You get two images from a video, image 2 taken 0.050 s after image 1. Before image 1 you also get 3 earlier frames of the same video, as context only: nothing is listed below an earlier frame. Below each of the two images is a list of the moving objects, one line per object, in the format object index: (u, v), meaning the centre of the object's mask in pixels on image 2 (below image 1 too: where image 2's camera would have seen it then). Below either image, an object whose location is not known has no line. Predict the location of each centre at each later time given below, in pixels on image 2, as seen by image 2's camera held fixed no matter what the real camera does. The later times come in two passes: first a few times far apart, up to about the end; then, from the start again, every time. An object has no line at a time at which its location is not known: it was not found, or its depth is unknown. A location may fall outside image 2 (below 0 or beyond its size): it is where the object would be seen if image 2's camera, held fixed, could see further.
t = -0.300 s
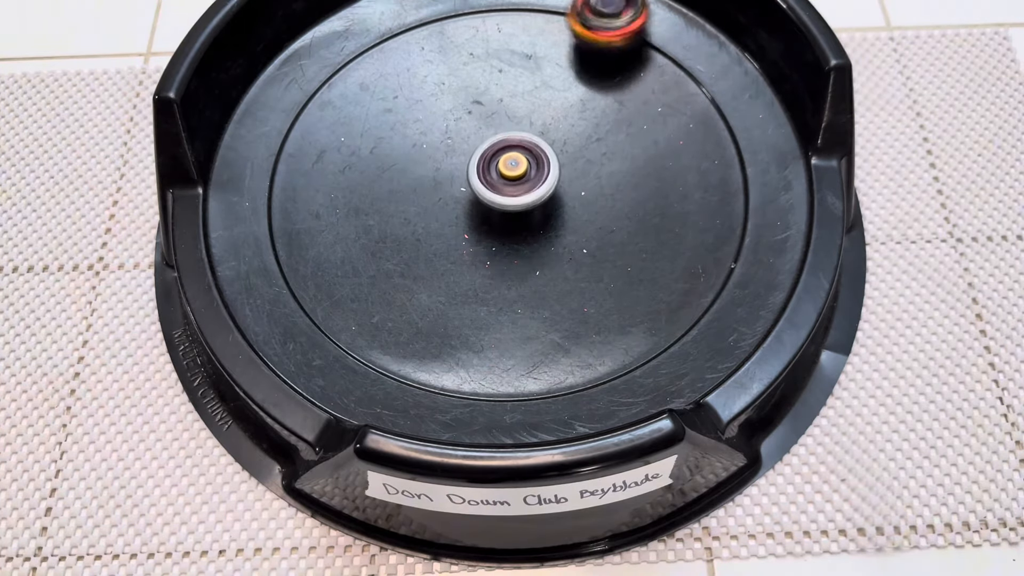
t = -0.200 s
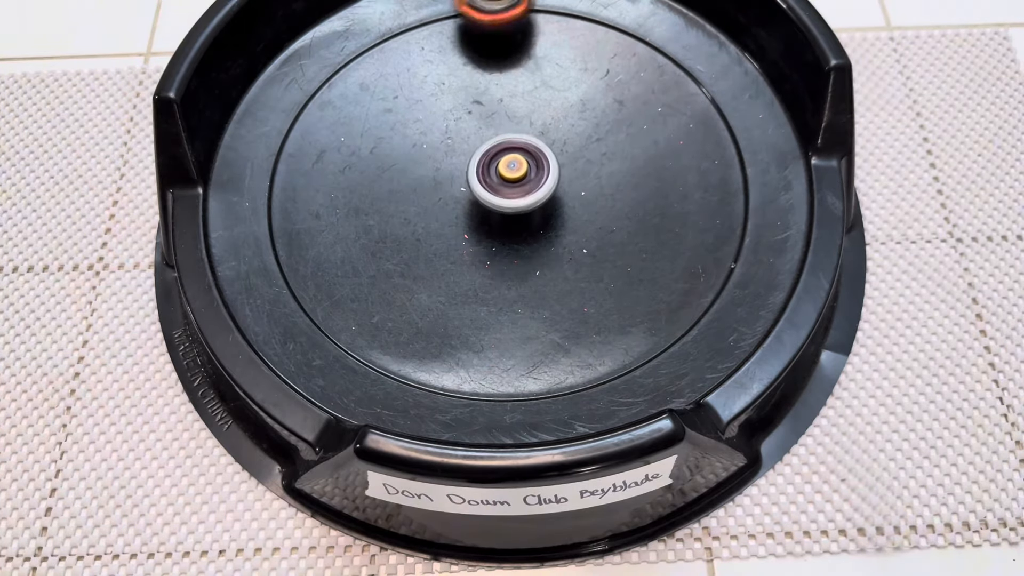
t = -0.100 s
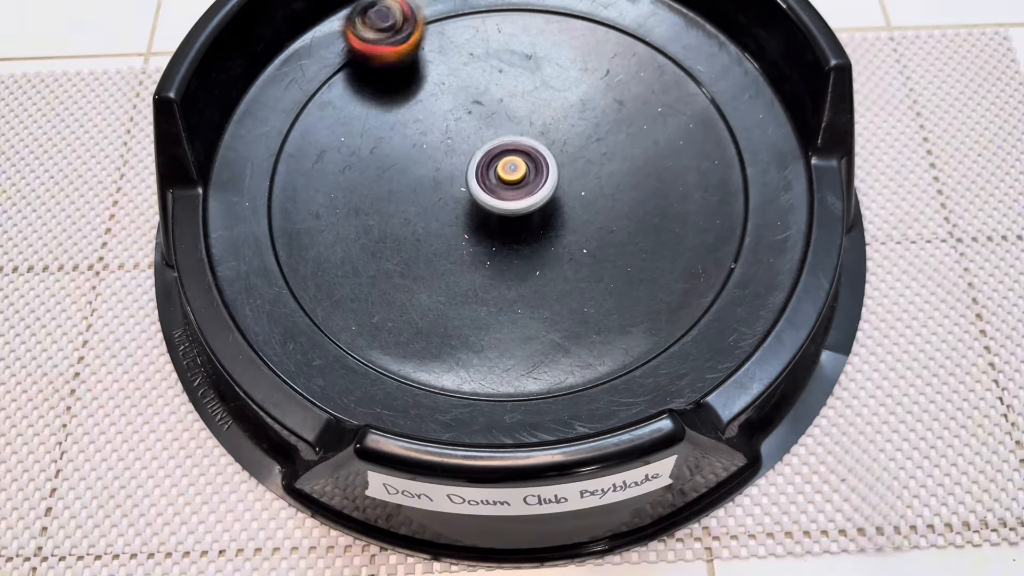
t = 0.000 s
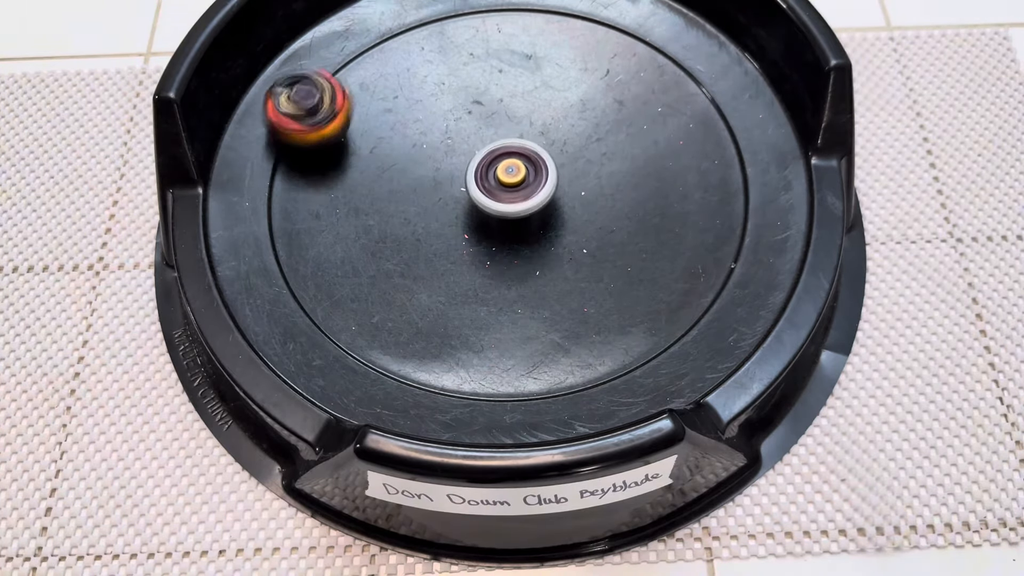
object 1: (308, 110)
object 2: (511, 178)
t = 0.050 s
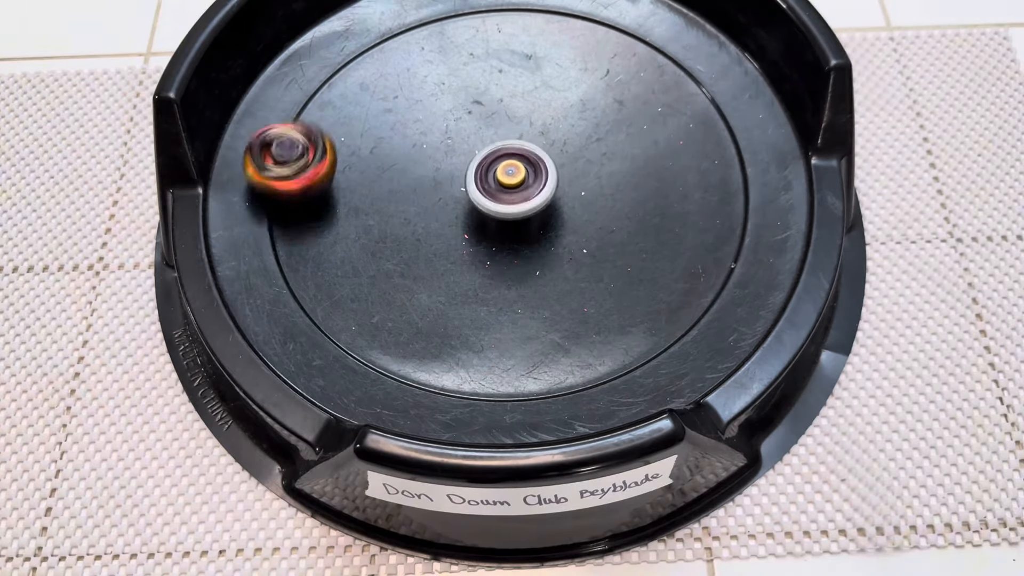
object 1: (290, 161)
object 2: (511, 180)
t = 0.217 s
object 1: (376, 325)
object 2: (510, 185)
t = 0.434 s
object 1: (663, 303)
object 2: (511, 191)
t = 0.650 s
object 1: (691, 87)
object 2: (512, 192)
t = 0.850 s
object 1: (495, 13)
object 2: (509, 190)
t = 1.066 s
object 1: (297, 114)
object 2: (500, 190)
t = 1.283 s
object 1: (371, 320)
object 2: (494, 191)
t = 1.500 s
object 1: (653, 300)
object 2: (493, 190)
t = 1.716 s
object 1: (697, 89)
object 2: (492, 183)
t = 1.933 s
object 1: (494, 14)
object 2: (488, 176)
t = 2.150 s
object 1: (305, 116)
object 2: (482, 173)
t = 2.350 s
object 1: (353, 309)
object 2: (483, 173)
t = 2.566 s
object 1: (627, 325)
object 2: (489, 174)
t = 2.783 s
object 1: (708, 126)
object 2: (500, 170)
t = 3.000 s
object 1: (529, 16)
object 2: (504, 163)
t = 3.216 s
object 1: (321, 76)
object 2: (504, 163)
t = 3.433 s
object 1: (320, 277)
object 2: (505, 166)
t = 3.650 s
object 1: (579, 336)
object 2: (508, 172)
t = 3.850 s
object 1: (721, 177)
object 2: (514, 178)
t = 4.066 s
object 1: (599, 22)
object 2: (522, 179)
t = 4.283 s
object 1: (381, 40)
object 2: (512, 178)
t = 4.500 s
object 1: (295, 223)
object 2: (506, 189)
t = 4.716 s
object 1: (491, 355)
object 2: (513, 195)
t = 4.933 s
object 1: (701, 233)
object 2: (513, 187)
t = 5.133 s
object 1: (652, 59)
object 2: (498, 184)
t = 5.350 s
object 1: (446, 18)
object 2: (489, 190)
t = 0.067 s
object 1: (288, 180)
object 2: (511, 180)
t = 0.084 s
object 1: (288, 199)
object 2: (511, 181)
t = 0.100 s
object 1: (291, 217)
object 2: (511, 181)
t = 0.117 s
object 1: (296, 235)
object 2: (511, 181)
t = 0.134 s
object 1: (303, 252)
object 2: (511, 182)
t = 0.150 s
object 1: (313, 269)
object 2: (510, 182)
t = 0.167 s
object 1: (325, 285)
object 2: (510, 183)
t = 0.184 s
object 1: (340, 301)
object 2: (510, 183)
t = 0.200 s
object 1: (357, 315)
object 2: (510, 184)
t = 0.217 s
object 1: (376, 325)
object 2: (510, 185)
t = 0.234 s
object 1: (395, 336)
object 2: (510, 185)
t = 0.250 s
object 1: (418, 344)
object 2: (510, 186)
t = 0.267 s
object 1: (440, 351)
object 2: (510, 186)
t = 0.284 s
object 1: (464, 356)
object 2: (510, 187)
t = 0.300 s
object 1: (488, 359)
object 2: (510, 187)
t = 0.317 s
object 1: (512, 360)
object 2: (510, 188)
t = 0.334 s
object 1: (536, 357)
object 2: (510, 188)
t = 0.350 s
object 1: (561, 353)
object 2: (510, 189)
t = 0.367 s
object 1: (584, 346)
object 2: (510, 189)
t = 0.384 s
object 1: (606, 337)
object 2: (510, 190)
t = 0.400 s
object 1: (626, 328)
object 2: (510, 190)
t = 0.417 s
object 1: (645, 317)
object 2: (511, 191)
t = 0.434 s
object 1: (663, 303)
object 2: (511, 191)
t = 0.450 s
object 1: (679, 289)
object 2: (511, 191)
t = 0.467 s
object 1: (693, 273)
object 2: (511, 192)
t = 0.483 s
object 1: (703, 257)
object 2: (511, 192)
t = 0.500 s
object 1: (712, 240)
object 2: (512, 192)
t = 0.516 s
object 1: (719, 223)
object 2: (512, 192)
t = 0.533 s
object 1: (723, 205)
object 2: (512, 192)
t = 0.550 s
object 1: (725, 186)
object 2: (512, 192)
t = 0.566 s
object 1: (723, 168)
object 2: (512, 192)
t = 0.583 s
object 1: (720, 150)
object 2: (512, 192)
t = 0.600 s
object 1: (715, 134)
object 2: (512, 192)
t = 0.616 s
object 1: (709, 119)
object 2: (512, 192)
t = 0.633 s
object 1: (701, 102)
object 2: (512, 192)
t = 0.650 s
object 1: (691, 87)
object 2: (512, 192)
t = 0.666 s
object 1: (680, 74)
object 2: (512, 192)
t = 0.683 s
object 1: (667, 61)
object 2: (512, 192)
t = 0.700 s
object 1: (654, 49)
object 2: (512, 192)
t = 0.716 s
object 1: (639, 39)
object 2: (512, 192)
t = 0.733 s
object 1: (623, 31)
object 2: (511, 192)
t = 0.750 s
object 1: (606, 25)
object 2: (511, 191)
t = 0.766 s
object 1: (587, 21)
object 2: (511, 191)
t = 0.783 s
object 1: (569, 18)
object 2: (511, 191)
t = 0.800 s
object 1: (551, 17)
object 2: (510, 191)
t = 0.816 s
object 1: (533, 15)
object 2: (510, 191)
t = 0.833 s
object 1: (514, 14)
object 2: (510, 190)
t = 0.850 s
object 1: (495, 13)
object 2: (509, 190)
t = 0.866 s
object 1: (476, 13)
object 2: (509, 190)
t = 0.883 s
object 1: (457, 14)
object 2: (508, 190)
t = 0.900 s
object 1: (438, 17)
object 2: (507, 190)
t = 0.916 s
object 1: (420, 20)
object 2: (507, 189)
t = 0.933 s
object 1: (402, 24)
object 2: (506, 189)
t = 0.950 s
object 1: (385, 29)
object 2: (505, 189)
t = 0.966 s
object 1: (369, 35)
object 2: (504, 189)
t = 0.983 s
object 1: (353, 46)
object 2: (503, 189)
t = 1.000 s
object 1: (339, 58)
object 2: (503, 190)
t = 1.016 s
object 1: (326, 71)
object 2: (502, 190)
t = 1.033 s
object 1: (315, 84)
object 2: (501, 190)
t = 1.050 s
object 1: (305, 99)
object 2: (501, 190)
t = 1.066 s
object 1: (297, 114)
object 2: (500, 190)
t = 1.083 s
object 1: (289, 130)
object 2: (500, 190)
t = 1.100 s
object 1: (285, 146)
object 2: (499, 190)
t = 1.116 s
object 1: (281, 165)
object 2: (499, 190)
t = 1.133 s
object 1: (280, 182)
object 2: (498, 190)
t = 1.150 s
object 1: (282, 199)
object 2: (498, 190)
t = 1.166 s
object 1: (284, 217)
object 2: (497, 190)
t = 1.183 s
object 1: (290, 234)
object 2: (497, 190)
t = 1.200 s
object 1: (298, 252)
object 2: (496, 191)
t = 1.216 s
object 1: (309, 268)
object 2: (496, 191)
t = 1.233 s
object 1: (321, 283)
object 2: (495, 191)
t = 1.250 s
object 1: (336, 297)
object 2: (495, 191)
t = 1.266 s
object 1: (352, 309)
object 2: (495, 191)
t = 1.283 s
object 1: (371, 320)
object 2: (494, 191)
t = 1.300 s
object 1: (392, 330)
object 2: (494, 191)
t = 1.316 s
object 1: (413, 338)
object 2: (494, 191)
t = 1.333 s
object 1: (435, 345)
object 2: (493, 191)
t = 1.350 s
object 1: (458, 349)
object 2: (493, 191)
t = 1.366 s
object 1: (482, 351)
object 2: (493, 191)
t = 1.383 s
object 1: (505, 352)
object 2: (493, 191)
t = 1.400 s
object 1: (529, 350)
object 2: (493, 191)
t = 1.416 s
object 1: (552, 347)
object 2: (493, 191)
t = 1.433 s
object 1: (575, 339)
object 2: (493, 191)
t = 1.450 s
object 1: (596, 331)
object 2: (493, 191)
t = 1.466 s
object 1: (616, 322)
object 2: (493, 191)
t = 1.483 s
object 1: (635, 312)
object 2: (493, 190)
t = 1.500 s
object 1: (653, 300)
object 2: (493, 190)
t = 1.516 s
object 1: (669, 286)
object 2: (493, 190)
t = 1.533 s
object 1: (683, 270)
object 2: (493, 190)
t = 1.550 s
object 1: (695, 255)
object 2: (493, 189)
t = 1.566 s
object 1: (704, 239)
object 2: (493, 189)
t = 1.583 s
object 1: (712, 224)
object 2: (493, 188)
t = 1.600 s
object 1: (718, 206)
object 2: (493, 188)
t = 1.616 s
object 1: (721, 187)
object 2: (493, 187)
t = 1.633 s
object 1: (722, 170)
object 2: (493, 186)
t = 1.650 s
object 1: (720, 153)
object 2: (493, 186)
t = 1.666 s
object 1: (717, 137)
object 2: (492, 185)
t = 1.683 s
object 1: (712, 120)
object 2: (492, 184)
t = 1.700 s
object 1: (705, 104)
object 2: (492, 184)
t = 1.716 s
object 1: (697, 89)
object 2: (492, 183)
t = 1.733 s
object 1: (687, 75)
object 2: (491, 183)
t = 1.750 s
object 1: (676, 63)
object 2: (491, 182)
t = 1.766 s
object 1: (663, 50)
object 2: (491, 181)
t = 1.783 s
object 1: (651, 39)
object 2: (491, 181)
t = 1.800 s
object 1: (635, 31)
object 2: (491, 180)
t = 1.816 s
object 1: (619, 26)
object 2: (490, 180)
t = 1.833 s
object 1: (603, 22)
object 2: (490, 179)
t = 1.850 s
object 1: (586, 19)
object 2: (490, 179)
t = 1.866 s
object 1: (569, 16)
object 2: (490, 178)
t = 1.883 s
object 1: (551, 14)
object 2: (489, 177)
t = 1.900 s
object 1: (532, 12)
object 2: (489, 177)
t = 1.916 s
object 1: (513, 13)
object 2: (489, 176)
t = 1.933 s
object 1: (494, 14)
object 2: (488, 176)
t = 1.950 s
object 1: (476, 14)
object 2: (488, 175)
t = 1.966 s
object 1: (457, 16)
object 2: (487, 175)
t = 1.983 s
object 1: (439, 17)
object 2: (487, 175)
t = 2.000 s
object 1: (421, 20)
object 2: (486, 174)
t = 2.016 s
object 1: (405, 24)
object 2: (485, 174)
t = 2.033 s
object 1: (389, 30)
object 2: (485, 174)
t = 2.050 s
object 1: (374, 36)
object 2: (484, 174)
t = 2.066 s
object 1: (360, 47)
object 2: (484, 173)
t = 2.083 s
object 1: (347, 59)
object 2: (483, 173)
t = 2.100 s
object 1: (334, 72)
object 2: (483, 173)
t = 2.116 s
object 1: (323, 86)
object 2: (483, 173)
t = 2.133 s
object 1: (314, 100)
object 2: (482, 173)
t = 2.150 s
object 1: (305, 116)
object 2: (482, 173)
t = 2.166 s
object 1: (299, 131)
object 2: (482, 173)
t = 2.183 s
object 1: (294, 148)
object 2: (481, 173)
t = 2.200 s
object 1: (290, 165)
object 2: (481, 173)
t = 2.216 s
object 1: (289, 182)
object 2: (481, 173)
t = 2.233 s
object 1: (289, 199)
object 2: (481, 173)
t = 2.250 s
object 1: (292, 217)
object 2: (481, 173)
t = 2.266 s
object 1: (297, 234)
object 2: (482, 173)
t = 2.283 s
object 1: (304, 251)
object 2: (482, 173)
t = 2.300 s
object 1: (313, 267)
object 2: (482, 173)
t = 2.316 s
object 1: (325, 282)
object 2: (482, 173)
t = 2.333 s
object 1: (337, 295)
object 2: (482, 173)
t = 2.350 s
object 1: (353, 309)
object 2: (483, 173)
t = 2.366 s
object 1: (370, 321)
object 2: (483, 173)
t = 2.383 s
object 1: (388, 331)
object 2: (483, 173)
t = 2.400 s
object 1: (408, 338)
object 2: (483, 173)
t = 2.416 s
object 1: (429, 347)
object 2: (484, 173)
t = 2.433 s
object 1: (451, 353)
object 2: (484, 173)
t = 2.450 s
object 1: (473, 357)
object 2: (484, 174)
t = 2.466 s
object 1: (496, 359)
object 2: (485, 174)
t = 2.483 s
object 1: (520, 357)
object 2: (485, 174)
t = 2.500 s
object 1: (542, 355)
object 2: (486, 174)
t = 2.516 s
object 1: (564, 351)
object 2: (486, 174)
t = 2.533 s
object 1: (586, 345)
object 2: (487, 174)
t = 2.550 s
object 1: (607, 337)
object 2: (488, 174)
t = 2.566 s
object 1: (627, 325)
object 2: (489, 174)
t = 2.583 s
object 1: (644, 314)
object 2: (490, 174)
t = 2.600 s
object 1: (661, 302)
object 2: (490, 174)
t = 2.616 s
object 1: (676, 290)
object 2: (492, 174)
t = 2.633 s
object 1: (689, 274)
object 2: (492, 173)
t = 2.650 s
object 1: (700, 258)
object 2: (493, 173)
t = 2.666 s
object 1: (708, 241)
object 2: (494, 173)
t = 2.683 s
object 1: (714, 226)
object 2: (495, 172)
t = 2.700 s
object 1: (719, 209)
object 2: (496, 172)
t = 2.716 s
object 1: (720, 191)
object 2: (497, 172)
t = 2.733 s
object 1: (720, 174)
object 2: (497, 171)
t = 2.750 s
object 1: (718, 157)
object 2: (498, 171)
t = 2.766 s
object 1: (714, 141)
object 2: (499, 170)
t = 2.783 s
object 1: (708, 126)
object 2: (500, 170)
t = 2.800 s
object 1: (701, 110)
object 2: (500, 169)
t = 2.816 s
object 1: (692, 95)
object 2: (501, 169)
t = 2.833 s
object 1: (681, 82)
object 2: (501, 168)
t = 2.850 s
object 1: (670, 70)
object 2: (502, 168)
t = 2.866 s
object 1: (658, 58)
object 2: (502, 167)
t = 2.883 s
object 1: (644, 46)
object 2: (503, 167)
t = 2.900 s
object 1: (630, 37)
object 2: (503, 166)
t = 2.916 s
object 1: (615, 31)
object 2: (503, 166)
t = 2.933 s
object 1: (598, 26)
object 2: (503, 165)
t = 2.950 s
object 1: (582, 22)
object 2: (504, 164)
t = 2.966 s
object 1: (564, 19)
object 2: (504, 164)
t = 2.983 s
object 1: (546, 17)
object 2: (504, 164)
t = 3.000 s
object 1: (529, 16)
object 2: (504, 163)
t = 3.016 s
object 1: (512, 15)
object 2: (504, 163)
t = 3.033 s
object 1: (493, 15)
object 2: (504, 163)
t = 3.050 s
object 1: (475, 15)
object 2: (504, 163)
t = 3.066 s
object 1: (456, 16)
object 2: (504, 163)
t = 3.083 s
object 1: (439, 18)
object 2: (504, 162)
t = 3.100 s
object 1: (422, 21)
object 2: (504, 162)
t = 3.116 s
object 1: (406, 24)
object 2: (504, 162)
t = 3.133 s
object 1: (390, 27)
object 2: (504, 162)
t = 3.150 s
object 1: (374, 33)
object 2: (504, 162)
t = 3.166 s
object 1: (359, 42)
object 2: (504, 162)
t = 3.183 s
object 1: (346, 52)
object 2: (504, 162)
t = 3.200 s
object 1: (332, 65)
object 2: (504, 163)
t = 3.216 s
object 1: (321, 76)
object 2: (504, 163)
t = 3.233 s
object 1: (310, 90)
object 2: (504, 163)
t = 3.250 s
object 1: (301, 104)
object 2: (504, 163)
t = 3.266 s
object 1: (294, 118)
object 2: (504, 163)
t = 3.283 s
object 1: (288, 134)
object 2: (504, 163)
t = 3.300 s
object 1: (284, 149)
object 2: (504, 163)
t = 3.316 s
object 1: (281, 166)
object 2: (504, 164)
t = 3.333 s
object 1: (281, 183)
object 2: (504, 164)
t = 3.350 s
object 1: (282, 198)
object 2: (505, 164)
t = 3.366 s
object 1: (285, 215)
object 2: (505, 165)
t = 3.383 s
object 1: (290, 233)
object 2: (505, 165)
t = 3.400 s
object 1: (298, 249)
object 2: (506, 165)
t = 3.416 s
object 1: (308, 264)
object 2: (505, 166)
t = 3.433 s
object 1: (320, 277)
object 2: (505, 166)
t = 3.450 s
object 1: (333, 291)
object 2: (505, 166)
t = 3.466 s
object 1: (349, 305)
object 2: (505, 166)
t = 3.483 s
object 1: (367, 315)
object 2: (505, 167)
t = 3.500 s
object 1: (385, 324)
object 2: (505, 167)
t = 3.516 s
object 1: (404, 332)
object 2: (505, 168)
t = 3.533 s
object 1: (425, 339)
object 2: (505, 168)
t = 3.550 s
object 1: (447, 344)
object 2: (506, 169)
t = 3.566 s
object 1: (469, 348)
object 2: (506, 169)
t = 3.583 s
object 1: (491, 348)
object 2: (506, 169)
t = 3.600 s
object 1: (513, 349)
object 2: (506, 170)
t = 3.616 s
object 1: (535, 347)
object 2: (507, 171)
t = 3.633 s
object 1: (557, 342)
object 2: (507, 171)
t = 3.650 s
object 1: (579, 336)
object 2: (508, 172)
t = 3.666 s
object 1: (599, 327)
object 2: (508, 173)
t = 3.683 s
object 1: (617, 319)
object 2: (509, 173)
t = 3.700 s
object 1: (636, 308)
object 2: (509, 174)
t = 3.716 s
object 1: (653, 297)
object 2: (509, 174)
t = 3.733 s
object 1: (668, 284)
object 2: (510, 175)
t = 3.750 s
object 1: (681, 270)
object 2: (510, 176)
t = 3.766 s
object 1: (692, 257)
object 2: (511, 176)
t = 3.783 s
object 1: (703, 241)
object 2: (511, 177)
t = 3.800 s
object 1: (710, 224)
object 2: (512, 177)
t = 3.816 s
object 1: (716, 208)
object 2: (512, 178)
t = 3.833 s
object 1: (719, 193)
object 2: (513, 178)
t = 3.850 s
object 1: (721, 177)
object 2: (514, 178)
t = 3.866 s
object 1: (721, 159)
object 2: (515, 179)
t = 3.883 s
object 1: (718, 142)
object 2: (516, 179)
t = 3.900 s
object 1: (713, 128)
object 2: (516, 179)
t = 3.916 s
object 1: (708, 112)
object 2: (517, 179)
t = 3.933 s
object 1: (701, 98)
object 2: (518, 179)
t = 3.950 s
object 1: (692, 83)
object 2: (519, 180)
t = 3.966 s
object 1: (681, 71)
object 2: (519, 180)
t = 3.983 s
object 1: (671, 60)
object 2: (520, 180)
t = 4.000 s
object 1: (658, 48)
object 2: (520, 180)
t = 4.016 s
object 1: (646, 38)
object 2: (521, 180)
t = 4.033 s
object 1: (630, 32)
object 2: (521, 179)
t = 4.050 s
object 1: (615, 27)
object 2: (521, 179)
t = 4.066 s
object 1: (599, 22)
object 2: (522, 179)
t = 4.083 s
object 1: (582, 19)
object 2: (522, 178)
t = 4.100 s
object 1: (565, 17)
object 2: (522, 178)
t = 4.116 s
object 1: (548, 17)
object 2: (522, 177)
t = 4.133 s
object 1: (532, 16)
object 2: (521, 177)
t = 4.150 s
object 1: (513, 14)
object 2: (520, 176)
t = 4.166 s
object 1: (494, 14)
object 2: (519, 176)
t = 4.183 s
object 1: (477, 16)
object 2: (518, 177)
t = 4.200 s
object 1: (460, 18)
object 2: (517, 177)
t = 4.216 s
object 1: (444, 20)
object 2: (517, 177)
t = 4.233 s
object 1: (427, 23)
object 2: (516, 177)
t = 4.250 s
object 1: (411, 27)
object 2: (515, 177)
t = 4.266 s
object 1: (396, 32)
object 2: (514, 178)
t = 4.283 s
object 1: (381, 40)
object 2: (512, 178)
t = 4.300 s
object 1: (367, 49)
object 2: (512, 179)
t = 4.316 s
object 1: (353, 60)
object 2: (511, 179)
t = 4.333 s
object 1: (341, 72)
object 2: (510, 180)
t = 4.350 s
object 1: (331, 85)
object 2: (509, 180)
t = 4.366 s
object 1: (321, 97)
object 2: (509, 181)
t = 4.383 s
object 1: (312, 112)
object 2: (508, 182)
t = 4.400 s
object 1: (305, 126)
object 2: (507, 183)
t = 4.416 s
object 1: (299, 142)
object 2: (507, 184)
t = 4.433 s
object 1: (295, 158)
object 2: (506, 185)
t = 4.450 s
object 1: (292, 174)
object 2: (506, 186)
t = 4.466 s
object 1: (291, 191)
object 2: (506, 187)
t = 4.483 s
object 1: (292, 208)
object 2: (506, 188)
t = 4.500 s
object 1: (295, 223)
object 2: (506, 189)
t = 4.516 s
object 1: (300, 239)
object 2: (506, 189)
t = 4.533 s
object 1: (307, 255)
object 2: (506, 190)
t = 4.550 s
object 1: (317, 270)
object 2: (506, 191)
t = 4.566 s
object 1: (327, 285)
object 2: (506, 192)
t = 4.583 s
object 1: (340, 297)
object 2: (507, 193)
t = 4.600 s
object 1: (354, 309)
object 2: (507, 194)
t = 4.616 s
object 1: (371, 321)
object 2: (508, 194)
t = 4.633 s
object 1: (388, 330)
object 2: (509, 195)
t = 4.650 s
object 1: (406, 337)
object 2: (510, 195)
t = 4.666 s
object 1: (427, 345)
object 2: (511, 195)
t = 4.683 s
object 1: (447, 351)
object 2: (512, 195)
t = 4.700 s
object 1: (469, 355)
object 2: (512, 195)
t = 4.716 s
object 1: (491, 355)
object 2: (513, 195)
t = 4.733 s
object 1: (511, 356)
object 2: (514, 195)
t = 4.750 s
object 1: (533, 355)
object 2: (514, 195)
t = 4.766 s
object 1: (555, 349)
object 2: (515, 194)
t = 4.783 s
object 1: (575, 343)
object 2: (515, 194)
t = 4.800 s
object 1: (595, 336)
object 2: (516, 193)
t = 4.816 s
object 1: (613, 328)
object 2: (516, 192)
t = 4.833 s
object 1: (631, 317)
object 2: (517, 192)
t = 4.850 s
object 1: (647, 305)
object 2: (516, 191)
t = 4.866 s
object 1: (661, 292)
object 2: (516, 190)
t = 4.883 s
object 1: (674, 280)
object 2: (516, 189)
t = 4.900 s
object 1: (685, 265)
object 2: (515, 188)
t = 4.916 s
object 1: (695, 249)
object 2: (514, 188)
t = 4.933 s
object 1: (701, 233)
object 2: (513, 187)
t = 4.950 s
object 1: (706, 220)
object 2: (512, 186)
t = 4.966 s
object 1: (710, 202)
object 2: (511, 185)
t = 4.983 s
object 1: (711, 185)
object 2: (509, 185)
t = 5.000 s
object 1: (710, 170)
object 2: (508, 184)
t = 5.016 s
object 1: (708, 154)
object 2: (507, 184)
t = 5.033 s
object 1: (704, 139)
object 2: (506, 184)
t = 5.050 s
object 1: (699, 123)
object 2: (504, 184)
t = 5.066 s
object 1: (691, 109)
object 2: (503, 184)
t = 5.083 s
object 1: (684, 96)
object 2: (501, 184)
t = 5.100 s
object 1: (674, 82)
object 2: (500, 184)
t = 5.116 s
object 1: (664, 70)
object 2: (499, 184)
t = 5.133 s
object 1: (652, 59)
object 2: (498, 184)
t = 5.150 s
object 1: (640, 49)
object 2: (496, 185)
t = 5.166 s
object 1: (627, 39)
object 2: (496, 185)
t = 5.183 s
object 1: (612, 32)
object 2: (494, 186)
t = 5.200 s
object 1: (597, 28)
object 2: (493, 186)
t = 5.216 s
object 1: (581, 24)
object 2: (492, 186)
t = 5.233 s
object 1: (565, 20)
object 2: (492, 187)
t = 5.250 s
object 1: (548, 18)
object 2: (491, 187)
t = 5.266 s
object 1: (531, 18)
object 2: (491, 188)
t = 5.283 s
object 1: (515, 16)
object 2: (490, 188)
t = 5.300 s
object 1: (498, 16)
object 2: (490, 189)
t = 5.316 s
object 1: (480, 15)
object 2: (490, 189)
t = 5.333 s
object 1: (463, 17)
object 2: (490, 189)
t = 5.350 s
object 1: (446, 18)
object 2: (489, 190)
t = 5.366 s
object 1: (430, 20)
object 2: (489, 191)
